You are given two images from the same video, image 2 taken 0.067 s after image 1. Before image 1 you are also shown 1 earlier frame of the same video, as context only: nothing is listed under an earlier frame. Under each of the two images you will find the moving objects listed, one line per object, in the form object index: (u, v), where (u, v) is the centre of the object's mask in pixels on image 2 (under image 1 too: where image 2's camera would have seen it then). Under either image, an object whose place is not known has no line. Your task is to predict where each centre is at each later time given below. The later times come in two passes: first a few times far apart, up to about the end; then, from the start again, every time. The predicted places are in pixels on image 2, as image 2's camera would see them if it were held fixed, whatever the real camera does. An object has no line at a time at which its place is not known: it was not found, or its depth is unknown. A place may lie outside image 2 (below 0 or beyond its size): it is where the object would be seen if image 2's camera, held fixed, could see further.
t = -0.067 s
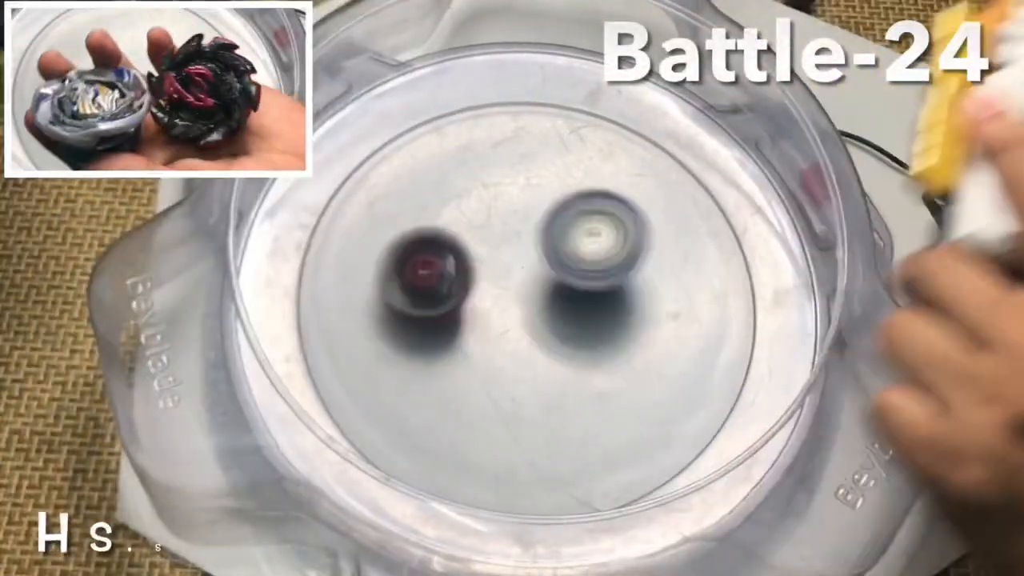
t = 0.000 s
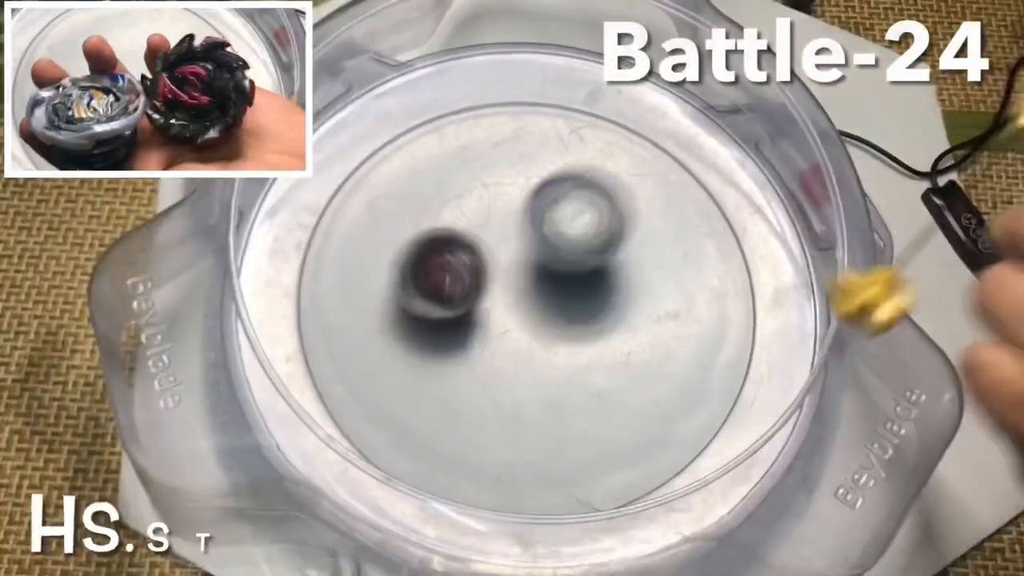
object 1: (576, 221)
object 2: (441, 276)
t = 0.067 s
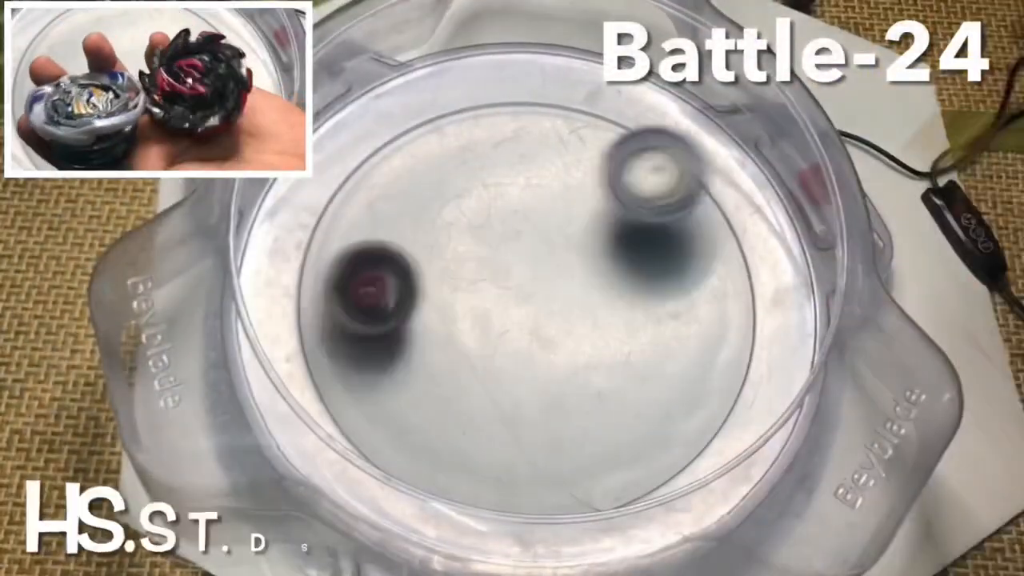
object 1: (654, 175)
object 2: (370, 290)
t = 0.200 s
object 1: (735, 142)
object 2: (313, 304)
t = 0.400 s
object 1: (633, 205)
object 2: (447, 287)
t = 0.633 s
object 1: (711, 152)
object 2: (268, 394)
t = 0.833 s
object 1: (640, 231)
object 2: (209, 470)
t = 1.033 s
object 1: (480, 317)
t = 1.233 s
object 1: (411, 348)
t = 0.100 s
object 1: (686, 169)
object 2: (340, 298)
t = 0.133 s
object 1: (709, 151)
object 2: (319, 301)
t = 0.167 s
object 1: (727, 144)
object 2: (305, 303)
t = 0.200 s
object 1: (735, 142)
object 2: (313, 304)
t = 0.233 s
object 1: (728, 148)
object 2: (326, 304)
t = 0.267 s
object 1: (718, 155)
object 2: (343, 303)
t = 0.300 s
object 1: (704, 165)
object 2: (366, 299)
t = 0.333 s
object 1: (684, 178)
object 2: (390, 296)
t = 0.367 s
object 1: (660, 191)
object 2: (418, 292)
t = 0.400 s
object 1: (633, 205)
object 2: (447, 287)
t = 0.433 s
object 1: (604, 219)
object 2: (474, 280)
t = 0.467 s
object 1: (589, 225)
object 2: (484, 284)
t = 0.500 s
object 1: (634, 188)
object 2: (429, 317)
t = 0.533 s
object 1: (679, 161)
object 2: (379, 345)
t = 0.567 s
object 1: (701, 146)
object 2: (331, 369)
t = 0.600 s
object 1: (708, 143)
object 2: (312, 369)
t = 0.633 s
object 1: (711, 152)
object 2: (268, 394)
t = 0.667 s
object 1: (710, 157)
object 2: (245, 409)
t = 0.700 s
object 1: (705, 166)
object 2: (235, 418)
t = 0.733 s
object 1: (695, 181)
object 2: (220, 434)
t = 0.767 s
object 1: (681, 197)
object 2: (200, 449)
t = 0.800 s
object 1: (662, 214)
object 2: (206, 463)
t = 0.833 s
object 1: (640, 231)
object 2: (209, 470)
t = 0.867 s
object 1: (613, 249)
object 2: (209, 466)
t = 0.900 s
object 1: (585, 266)
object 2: (208, 465)
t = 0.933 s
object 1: (558, 281)
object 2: (206, 461)
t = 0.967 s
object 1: (530, 296)
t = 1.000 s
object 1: (505, 308)
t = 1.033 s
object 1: (480, 317)
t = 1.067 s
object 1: (458, 325)
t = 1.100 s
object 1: (439, 331)
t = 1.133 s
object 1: (425, 336)
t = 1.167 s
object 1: (416, 340)
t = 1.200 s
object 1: (411, 344)
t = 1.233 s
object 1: (411, 348)
